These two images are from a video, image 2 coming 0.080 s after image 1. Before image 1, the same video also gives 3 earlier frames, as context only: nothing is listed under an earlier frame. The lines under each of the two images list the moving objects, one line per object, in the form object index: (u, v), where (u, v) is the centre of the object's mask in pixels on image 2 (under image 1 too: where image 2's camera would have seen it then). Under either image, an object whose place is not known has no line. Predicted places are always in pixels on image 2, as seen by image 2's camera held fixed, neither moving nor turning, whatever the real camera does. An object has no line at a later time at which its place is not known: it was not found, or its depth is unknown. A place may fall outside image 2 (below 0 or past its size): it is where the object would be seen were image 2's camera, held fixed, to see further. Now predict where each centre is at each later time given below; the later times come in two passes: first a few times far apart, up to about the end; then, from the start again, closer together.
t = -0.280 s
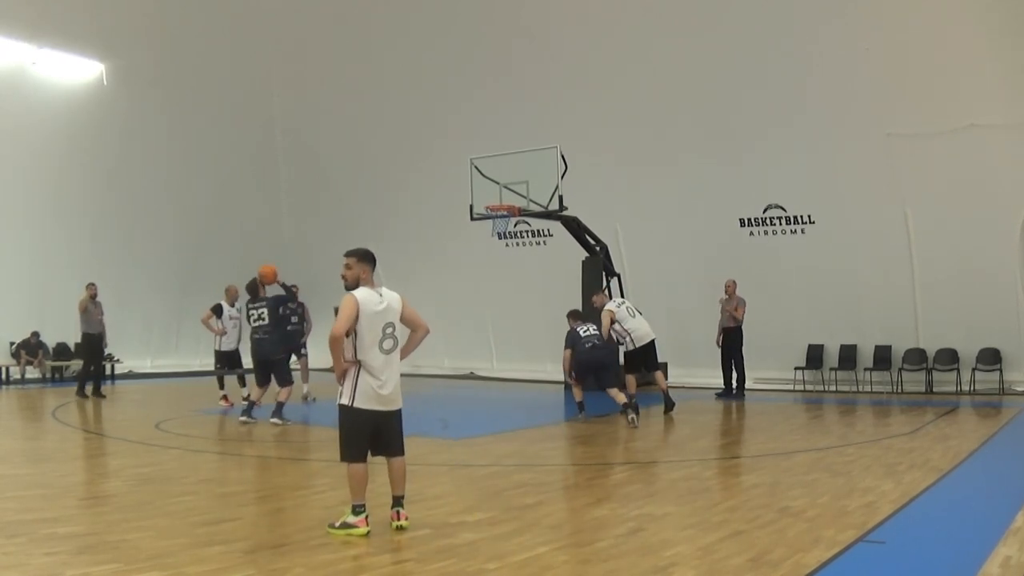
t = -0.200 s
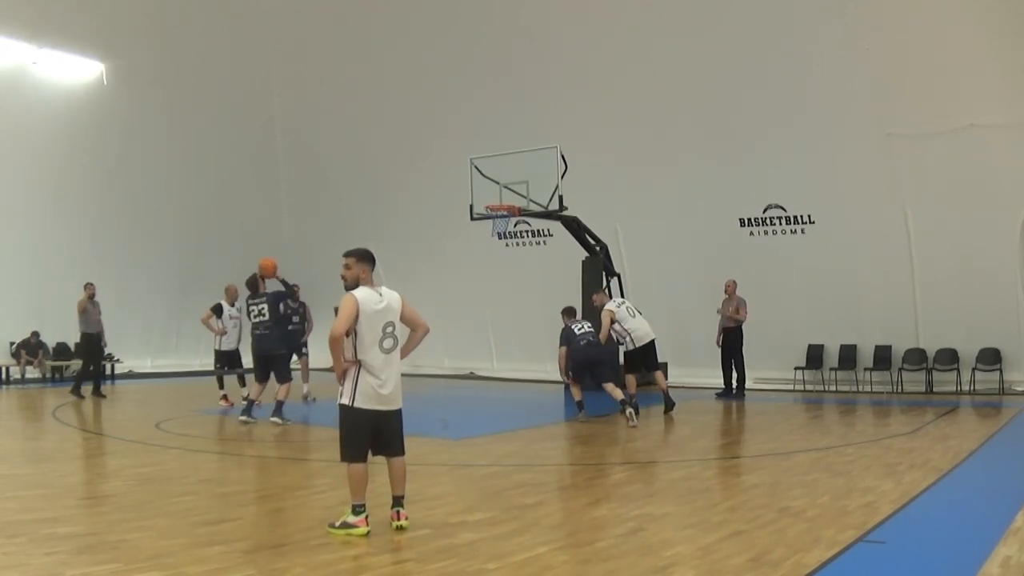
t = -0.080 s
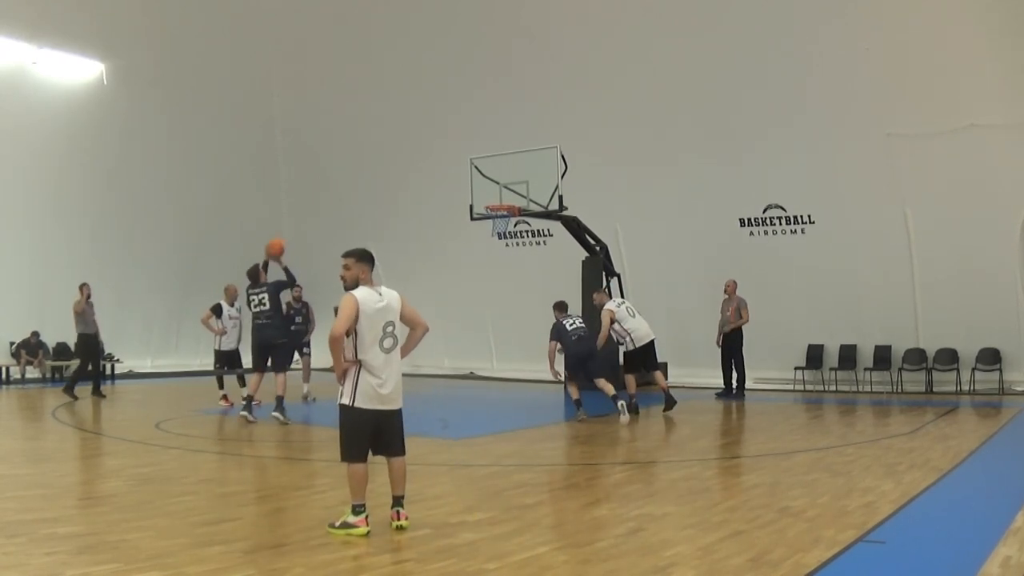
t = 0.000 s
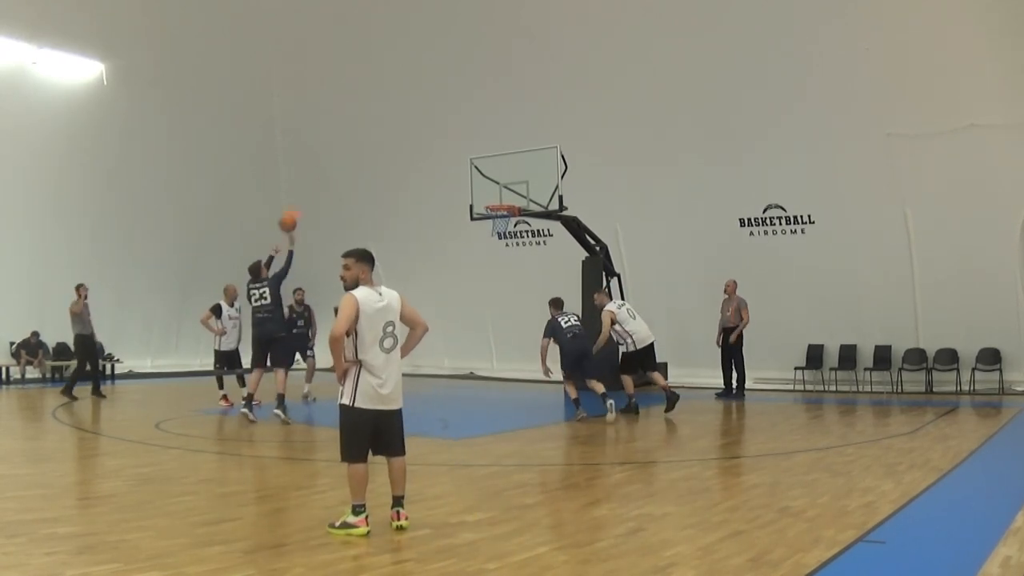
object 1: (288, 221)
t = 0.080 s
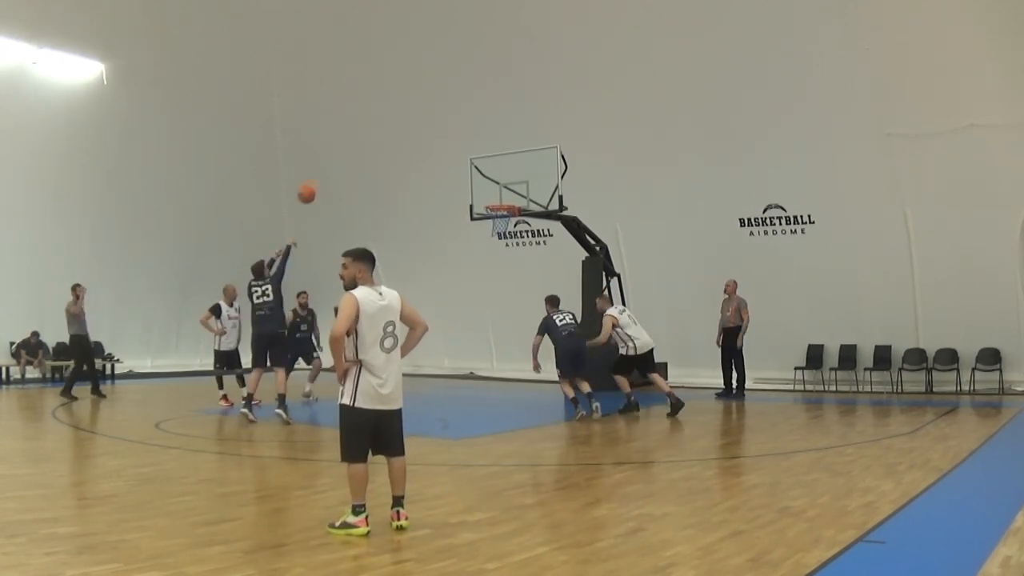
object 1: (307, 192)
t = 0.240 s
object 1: (342, 151)
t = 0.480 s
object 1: (390, 128)
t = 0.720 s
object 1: (432, 142)
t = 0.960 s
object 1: (472, 191)
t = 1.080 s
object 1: (481, 226)
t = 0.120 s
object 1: (316, 180)
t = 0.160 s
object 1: (325, 169)
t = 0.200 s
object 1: (334, 160)
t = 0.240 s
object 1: (342, 151)
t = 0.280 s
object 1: (350, 145)
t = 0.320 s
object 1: (358, 139)
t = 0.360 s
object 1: (367, 135)
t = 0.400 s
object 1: (374, 132)
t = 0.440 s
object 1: (382, 129)
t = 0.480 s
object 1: (390, 128)
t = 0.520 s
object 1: (397, 128)
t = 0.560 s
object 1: (404, 129)
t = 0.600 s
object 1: (411, 131)
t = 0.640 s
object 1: (418, 133)
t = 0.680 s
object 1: (425, 137)
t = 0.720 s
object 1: (432, 142)
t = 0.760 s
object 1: (440, 148)
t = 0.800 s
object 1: (446, 155)
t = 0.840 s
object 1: (452, 162)
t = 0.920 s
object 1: (465, 180)
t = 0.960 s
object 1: (472, 191)
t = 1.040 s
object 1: (480, 213)
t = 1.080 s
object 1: (481, 226)
